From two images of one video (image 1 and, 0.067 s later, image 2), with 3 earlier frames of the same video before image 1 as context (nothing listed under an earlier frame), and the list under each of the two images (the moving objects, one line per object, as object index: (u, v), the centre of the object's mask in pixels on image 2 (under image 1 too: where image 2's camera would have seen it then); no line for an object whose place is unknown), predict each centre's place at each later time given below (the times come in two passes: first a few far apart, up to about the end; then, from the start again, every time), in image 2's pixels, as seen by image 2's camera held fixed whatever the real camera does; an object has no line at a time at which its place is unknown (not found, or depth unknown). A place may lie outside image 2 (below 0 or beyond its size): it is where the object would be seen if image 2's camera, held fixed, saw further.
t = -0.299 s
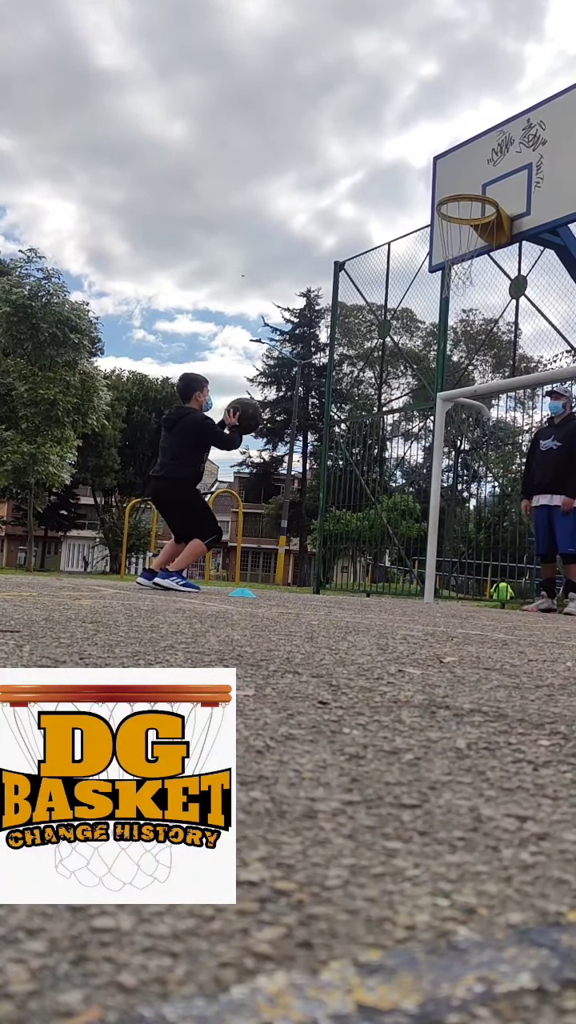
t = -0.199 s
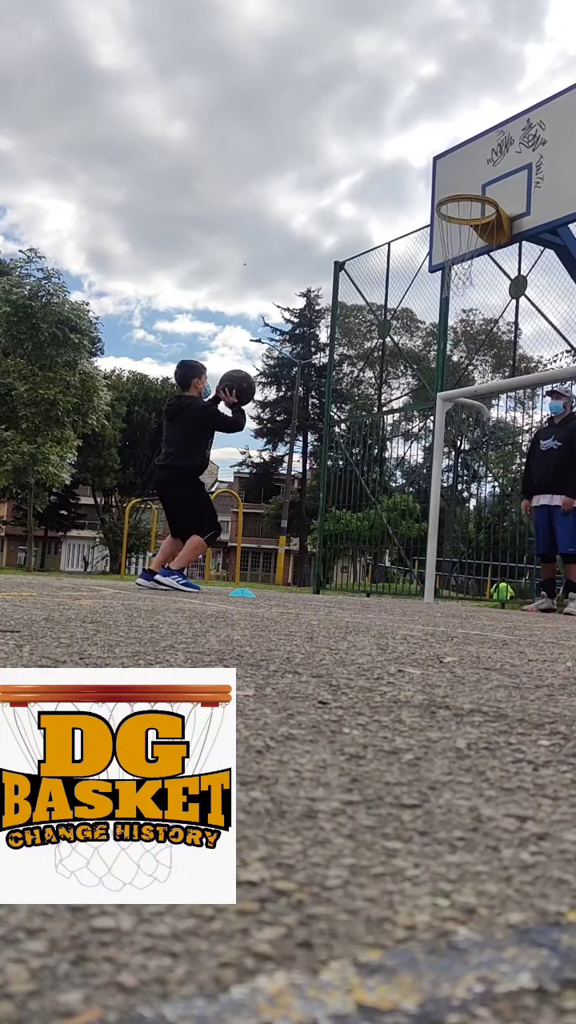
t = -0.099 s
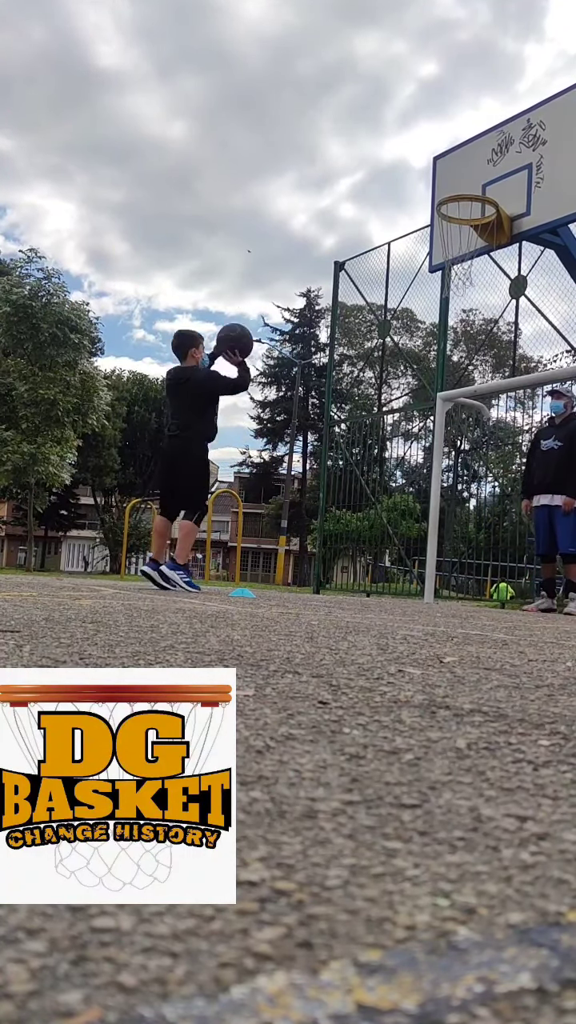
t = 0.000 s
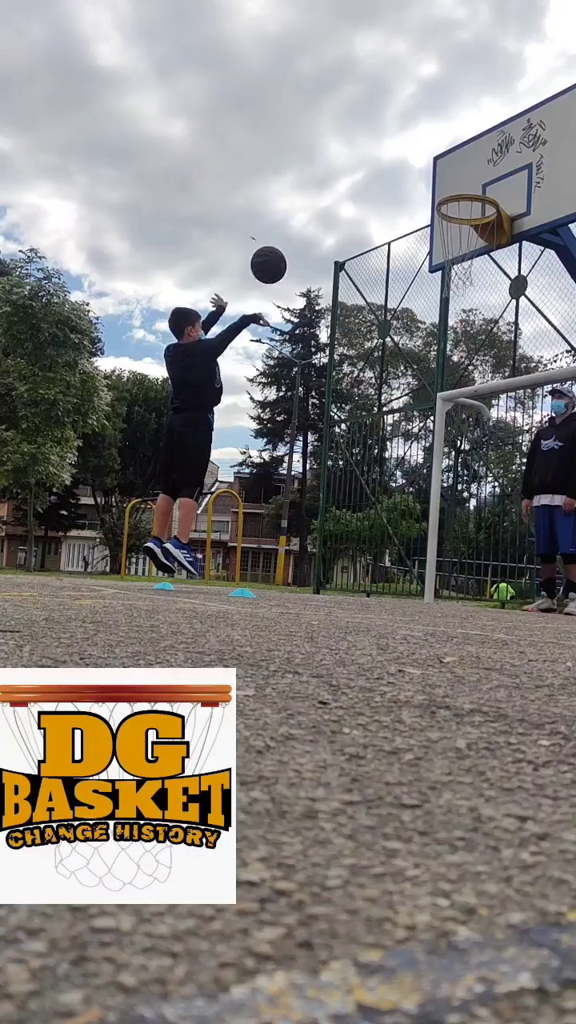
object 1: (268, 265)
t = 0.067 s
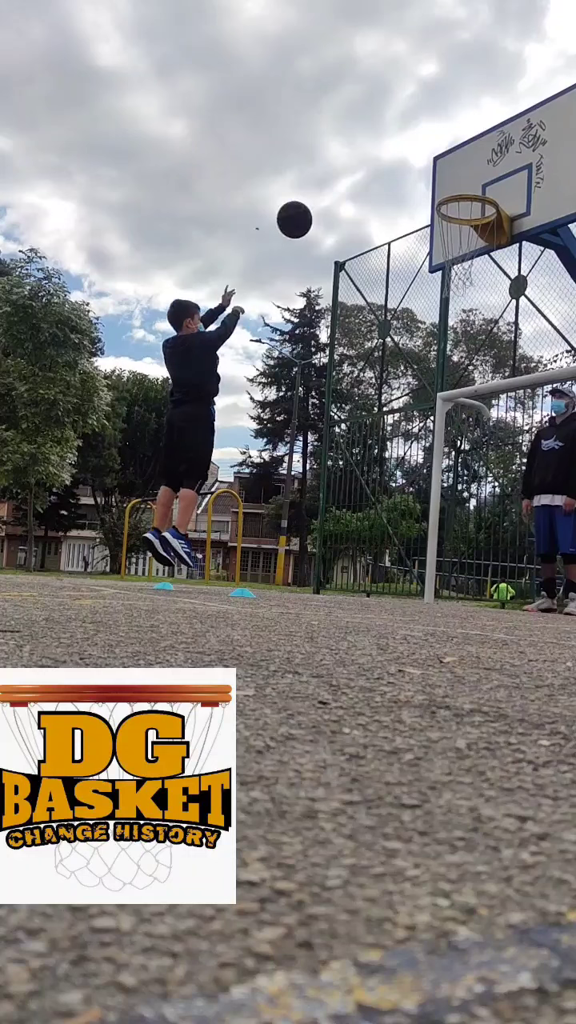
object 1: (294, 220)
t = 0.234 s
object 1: (352, 140)
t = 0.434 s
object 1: (412, 99)
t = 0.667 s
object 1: (472, 116)
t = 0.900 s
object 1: (501, 181)
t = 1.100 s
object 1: (448, 148)
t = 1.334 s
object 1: (378, 145)
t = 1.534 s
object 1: (313, 201)
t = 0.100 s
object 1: (307, 200)
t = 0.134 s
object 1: (318, 182)
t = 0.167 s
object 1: (330, 167)
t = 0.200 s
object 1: (341, 153)
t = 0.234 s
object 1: (352, 140)
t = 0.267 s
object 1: (362, 129)
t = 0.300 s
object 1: (373, 120)
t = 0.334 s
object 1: (383, 113)
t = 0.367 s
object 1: (392, 107)
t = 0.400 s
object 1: (402, 102)
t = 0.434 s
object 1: (412, 99)
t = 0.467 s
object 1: (421, 97)
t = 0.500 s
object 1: (430, 97)
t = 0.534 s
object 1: (439, 98)
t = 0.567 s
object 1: (447, 100)
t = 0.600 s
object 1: (456, 104)
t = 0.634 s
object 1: (464, 109)
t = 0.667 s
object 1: (472, 116)
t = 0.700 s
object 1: (480, 123)
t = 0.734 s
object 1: (488, 132)
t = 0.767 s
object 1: (496, 143)
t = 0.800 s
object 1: (503, 153)
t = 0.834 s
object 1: (511, 166)
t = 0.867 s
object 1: (508, 173)
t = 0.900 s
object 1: (501, 181)
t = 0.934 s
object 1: (496, 188)
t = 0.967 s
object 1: (486, 180)
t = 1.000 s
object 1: (477, 170)
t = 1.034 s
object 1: (467, 162)
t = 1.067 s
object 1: (458, 154)
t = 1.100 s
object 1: (448, 148)
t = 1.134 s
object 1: (439, 144)
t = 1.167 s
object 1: (429, 140)
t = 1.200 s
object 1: (419, 138)
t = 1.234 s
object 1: (409, 138)
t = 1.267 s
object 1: (399, 139)
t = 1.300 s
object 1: (388, 141)
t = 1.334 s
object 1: (378, 145)
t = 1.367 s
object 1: (367, 151)
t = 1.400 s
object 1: (357, 158)
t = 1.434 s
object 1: (346, 166)
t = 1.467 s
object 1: (335, 176)
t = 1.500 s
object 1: (324, 188)
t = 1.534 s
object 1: (313, 201)
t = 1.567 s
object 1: (301, 216)
